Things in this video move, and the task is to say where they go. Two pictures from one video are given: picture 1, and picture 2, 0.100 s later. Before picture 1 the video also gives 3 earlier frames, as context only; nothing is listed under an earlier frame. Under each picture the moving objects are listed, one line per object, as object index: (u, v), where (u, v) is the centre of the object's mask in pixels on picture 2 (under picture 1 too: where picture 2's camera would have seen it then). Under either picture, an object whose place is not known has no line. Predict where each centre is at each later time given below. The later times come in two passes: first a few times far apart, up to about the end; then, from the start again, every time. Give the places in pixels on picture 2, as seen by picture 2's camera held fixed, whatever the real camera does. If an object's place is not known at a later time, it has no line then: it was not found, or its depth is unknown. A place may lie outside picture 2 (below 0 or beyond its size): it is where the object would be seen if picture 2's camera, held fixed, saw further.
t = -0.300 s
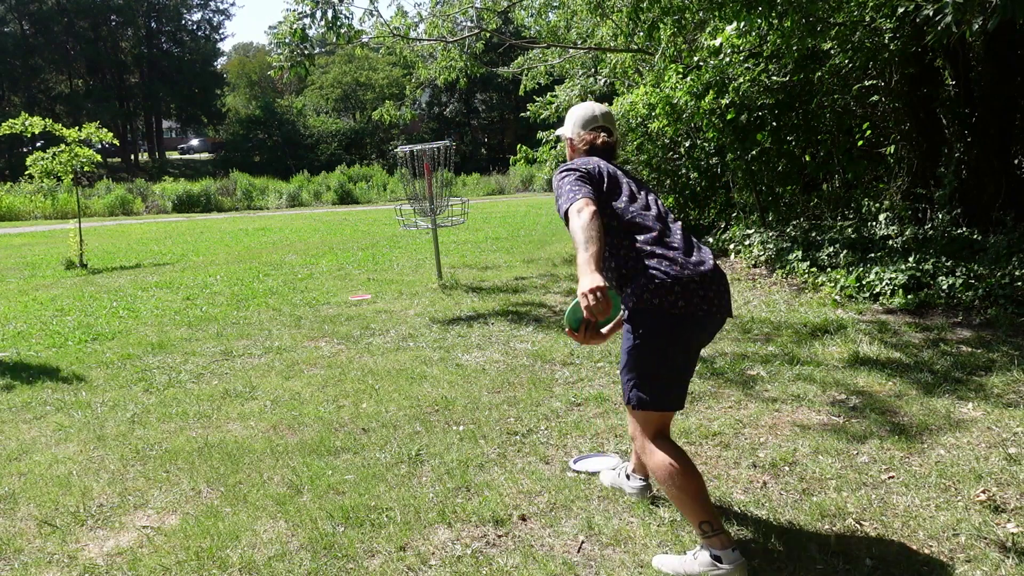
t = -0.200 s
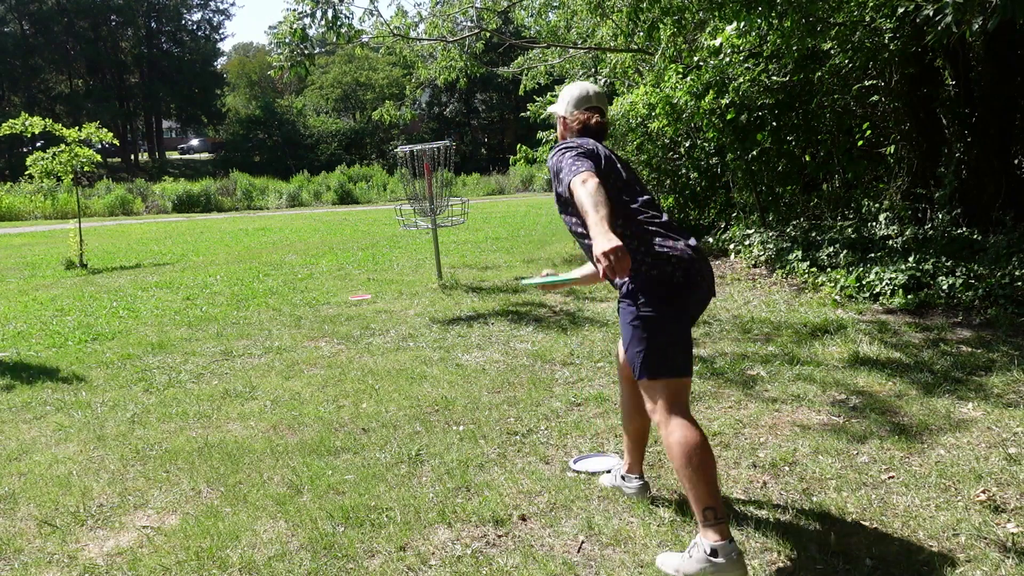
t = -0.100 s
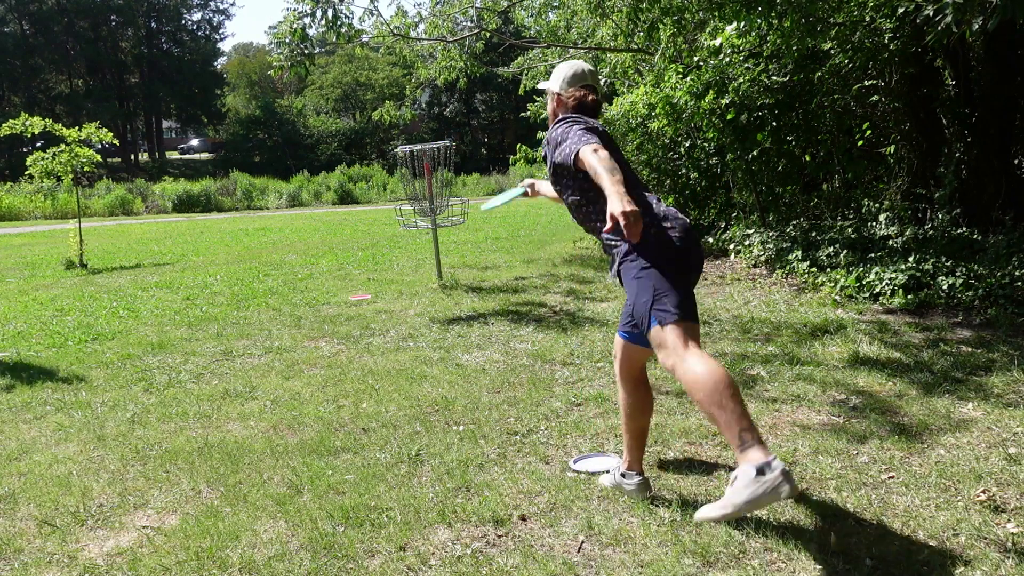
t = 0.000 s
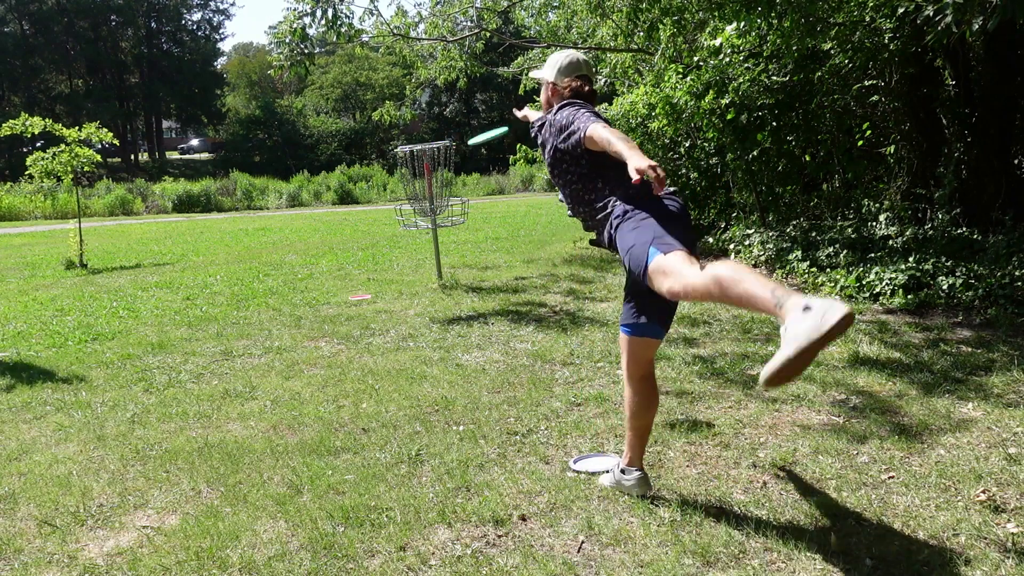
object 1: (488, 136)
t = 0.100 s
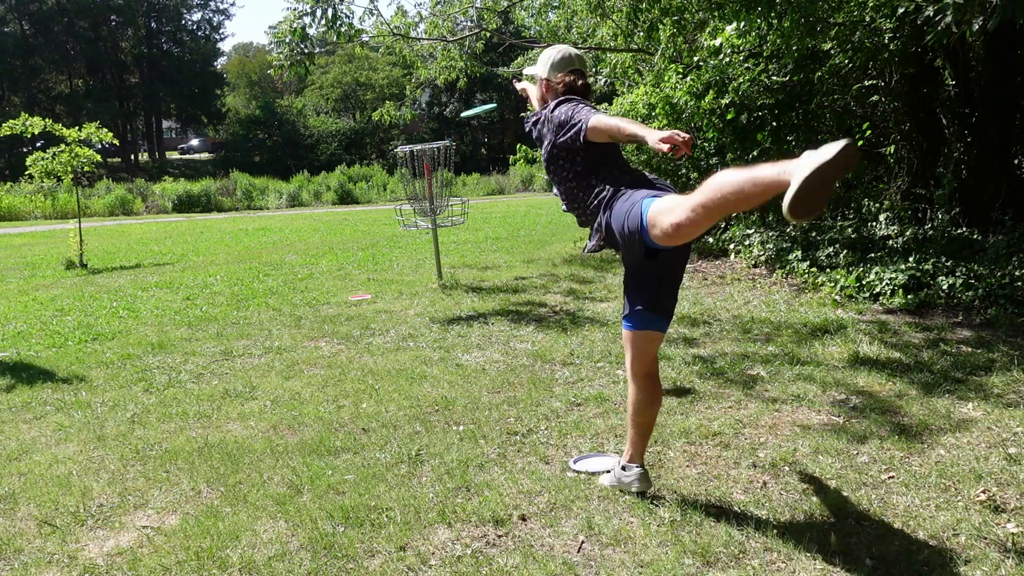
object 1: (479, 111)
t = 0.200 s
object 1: (473, 108)
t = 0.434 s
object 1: (463, 143)
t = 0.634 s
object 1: (458, 189)
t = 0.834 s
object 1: (456, 188)
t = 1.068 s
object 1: (448, 219)
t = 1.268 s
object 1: (454, 271)
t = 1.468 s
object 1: (441, 260)
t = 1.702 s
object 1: (422, 265)
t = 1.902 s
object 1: (407, 265)
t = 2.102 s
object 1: (394, 266)
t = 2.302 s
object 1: (383, 267)
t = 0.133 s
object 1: (477, 107)
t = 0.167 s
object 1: (474, 107)
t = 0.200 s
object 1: (473, 108)
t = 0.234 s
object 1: (471, 110)
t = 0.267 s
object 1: (470, 113)
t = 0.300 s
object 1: (468, 118)
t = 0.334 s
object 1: (467, 124)
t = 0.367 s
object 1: (465, 130)
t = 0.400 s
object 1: (463, 137)
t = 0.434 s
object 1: (463, 143)
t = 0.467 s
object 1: (462, 151)
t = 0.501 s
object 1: (461, 159)
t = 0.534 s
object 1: (460, 167)
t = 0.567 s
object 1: (458, 174)
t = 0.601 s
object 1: (456, 183)
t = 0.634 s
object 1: (458, 189)
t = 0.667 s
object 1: (461, 193)
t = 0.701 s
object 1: (460, 194)
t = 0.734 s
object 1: (458, 192)
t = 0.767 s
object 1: (457, 189)
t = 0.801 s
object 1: (456, 188)
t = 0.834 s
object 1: (456, 188)
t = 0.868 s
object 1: (455, 190)
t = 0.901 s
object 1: (453, 193)
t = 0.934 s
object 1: (453, 196)
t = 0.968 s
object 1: (453, 200)
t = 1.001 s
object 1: (452, 206)
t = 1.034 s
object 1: (452, 211)
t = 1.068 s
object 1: (448, 219)
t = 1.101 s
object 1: (454, 231)
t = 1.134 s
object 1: (452, 237)
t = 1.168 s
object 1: (452, 247)
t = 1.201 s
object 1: (453, 257)
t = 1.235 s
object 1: (453, 268)
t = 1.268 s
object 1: (454, 271)
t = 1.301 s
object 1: (452, 267)
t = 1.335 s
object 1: (449, 263)
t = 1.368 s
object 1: (447, 261)
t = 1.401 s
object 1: (446, 260)
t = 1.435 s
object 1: (445, 259)
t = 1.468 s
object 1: (441, 260)
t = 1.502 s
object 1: (433, 264)
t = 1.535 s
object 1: (433, 263)
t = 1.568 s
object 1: (431, 262)
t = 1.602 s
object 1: (430, 263)
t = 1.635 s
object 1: (427, 264)
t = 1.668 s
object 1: (425, 265)
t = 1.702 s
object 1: (422, 265)
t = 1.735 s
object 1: (420, 266)
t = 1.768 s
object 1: (417, 266)
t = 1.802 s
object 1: (415, 266)
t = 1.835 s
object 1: (412, 266)
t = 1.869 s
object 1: (409, 266)
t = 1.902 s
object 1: (407, 265)
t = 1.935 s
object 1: (405, 266)
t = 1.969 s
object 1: (403, 266)
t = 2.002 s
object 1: (400, 266)
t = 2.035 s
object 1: (398, 266)
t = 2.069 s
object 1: (396, 266)
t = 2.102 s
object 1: (394, 266)
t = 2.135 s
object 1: (392, 267)
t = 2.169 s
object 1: (390, 267)
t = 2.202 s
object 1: (388, 267)
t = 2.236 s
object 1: (386, 267)
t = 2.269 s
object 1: (384, 267)
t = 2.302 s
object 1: (383, 267)
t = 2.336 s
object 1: (382, 268)
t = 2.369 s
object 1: (381, 268)
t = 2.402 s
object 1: (380, 268)
